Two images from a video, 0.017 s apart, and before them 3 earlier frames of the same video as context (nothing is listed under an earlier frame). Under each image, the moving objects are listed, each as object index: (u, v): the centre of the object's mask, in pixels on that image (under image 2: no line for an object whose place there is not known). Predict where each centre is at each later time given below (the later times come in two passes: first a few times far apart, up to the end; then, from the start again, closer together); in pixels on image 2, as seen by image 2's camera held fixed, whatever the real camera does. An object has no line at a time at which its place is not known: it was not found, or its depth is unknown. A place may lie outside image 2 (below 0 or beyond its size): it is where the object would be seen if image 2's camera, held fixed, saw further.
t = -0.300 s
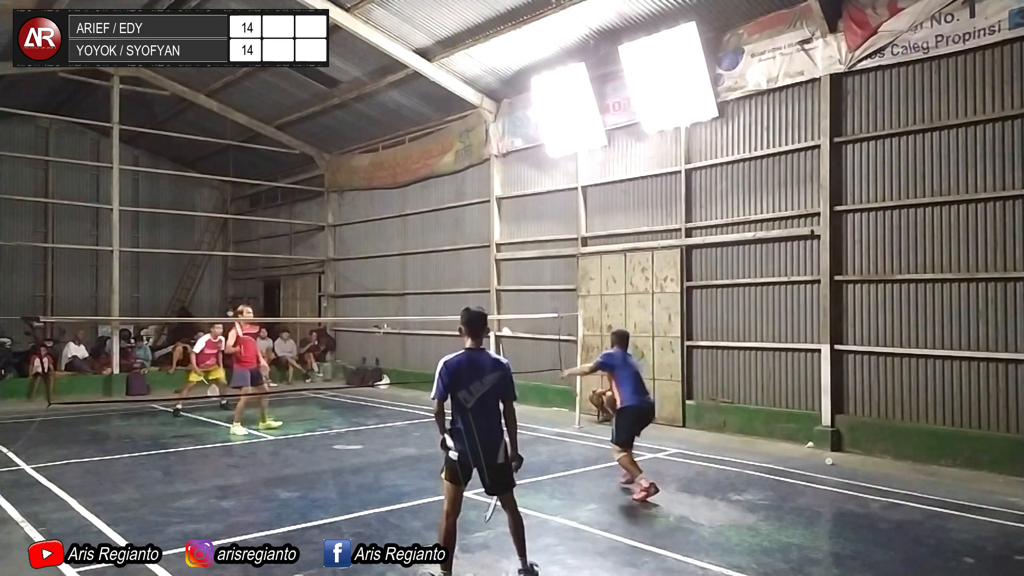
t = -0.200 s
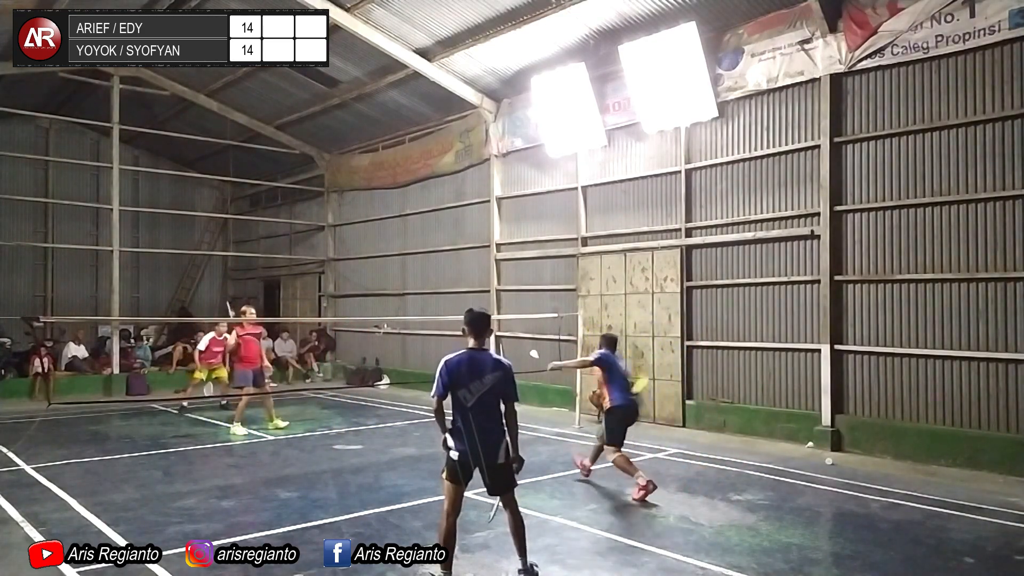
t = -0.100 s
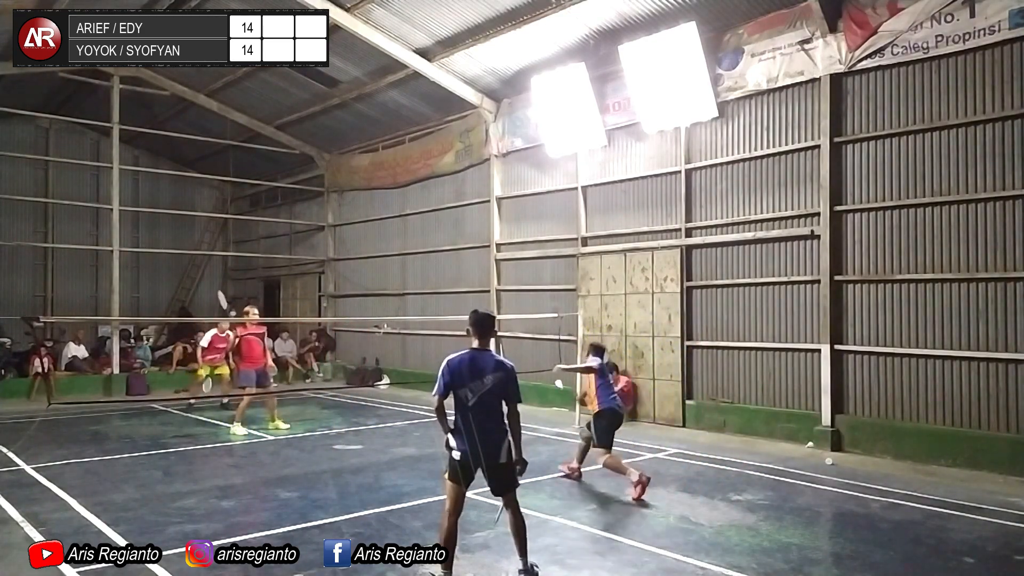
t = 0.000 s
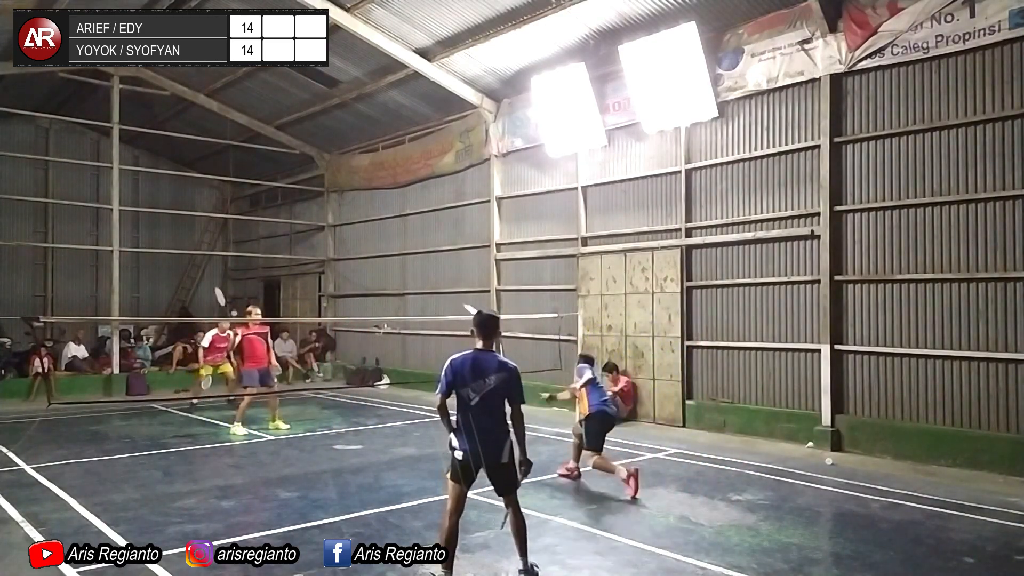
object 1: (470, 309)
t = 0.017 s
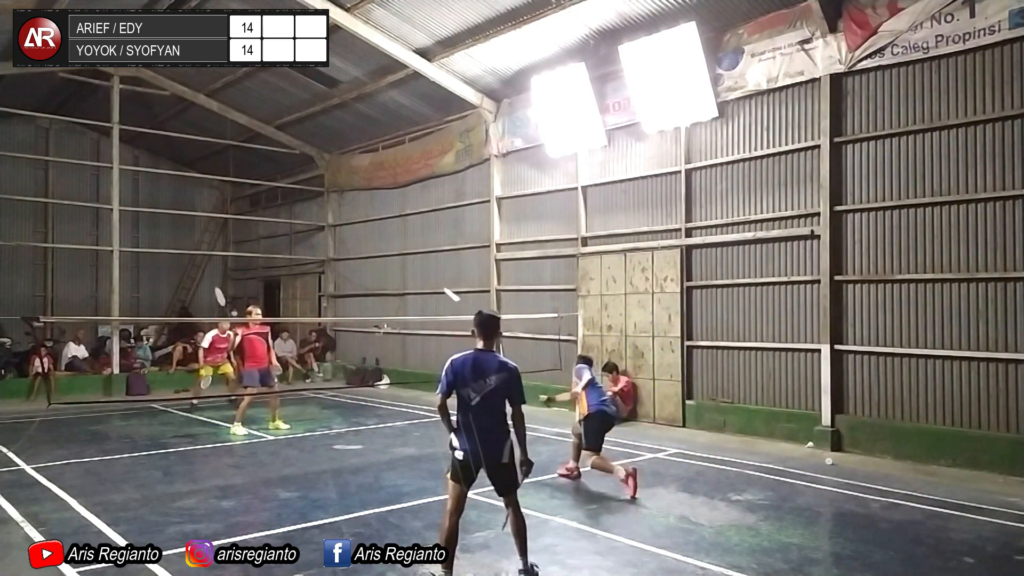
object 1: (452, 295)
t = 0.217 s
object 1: (306, 183)
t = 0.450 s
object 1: (219, 145)
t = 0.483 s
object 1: (210, 144)
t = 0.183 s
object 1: (322, 194)
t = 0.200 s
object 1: (314, 189)
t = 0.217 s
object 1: (306, 183)
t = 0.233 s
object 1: (297, 178)
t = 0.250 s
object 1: (290, 174)
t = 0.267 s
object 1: (283, 170)
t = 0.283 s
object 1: (276, 166)
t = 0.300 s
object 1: (269, 163)
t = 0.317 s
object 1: (263, 160)
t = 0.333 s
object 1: (257, 157)
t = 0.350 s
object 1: (251, 154)
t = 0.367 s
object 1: (245, 152)
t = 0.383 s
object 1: (239, 151)
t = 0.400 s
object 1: (234, 149)
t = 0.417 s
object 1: (229, 147)
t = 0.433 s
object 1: (224, 146)
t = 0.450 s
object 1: (219, 145)
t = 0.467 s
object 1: (214, 145)
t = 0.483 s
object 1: (210, 144)
